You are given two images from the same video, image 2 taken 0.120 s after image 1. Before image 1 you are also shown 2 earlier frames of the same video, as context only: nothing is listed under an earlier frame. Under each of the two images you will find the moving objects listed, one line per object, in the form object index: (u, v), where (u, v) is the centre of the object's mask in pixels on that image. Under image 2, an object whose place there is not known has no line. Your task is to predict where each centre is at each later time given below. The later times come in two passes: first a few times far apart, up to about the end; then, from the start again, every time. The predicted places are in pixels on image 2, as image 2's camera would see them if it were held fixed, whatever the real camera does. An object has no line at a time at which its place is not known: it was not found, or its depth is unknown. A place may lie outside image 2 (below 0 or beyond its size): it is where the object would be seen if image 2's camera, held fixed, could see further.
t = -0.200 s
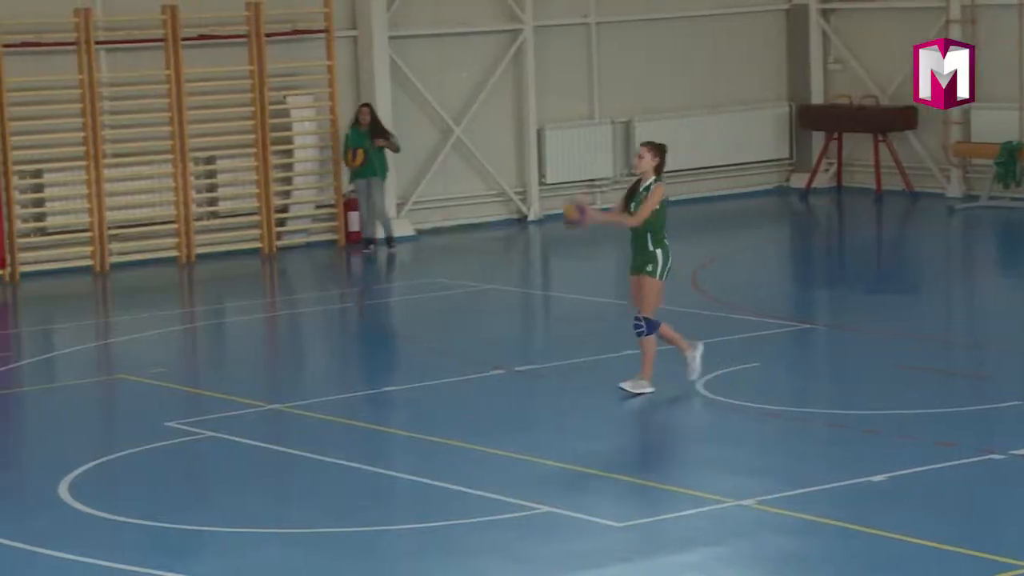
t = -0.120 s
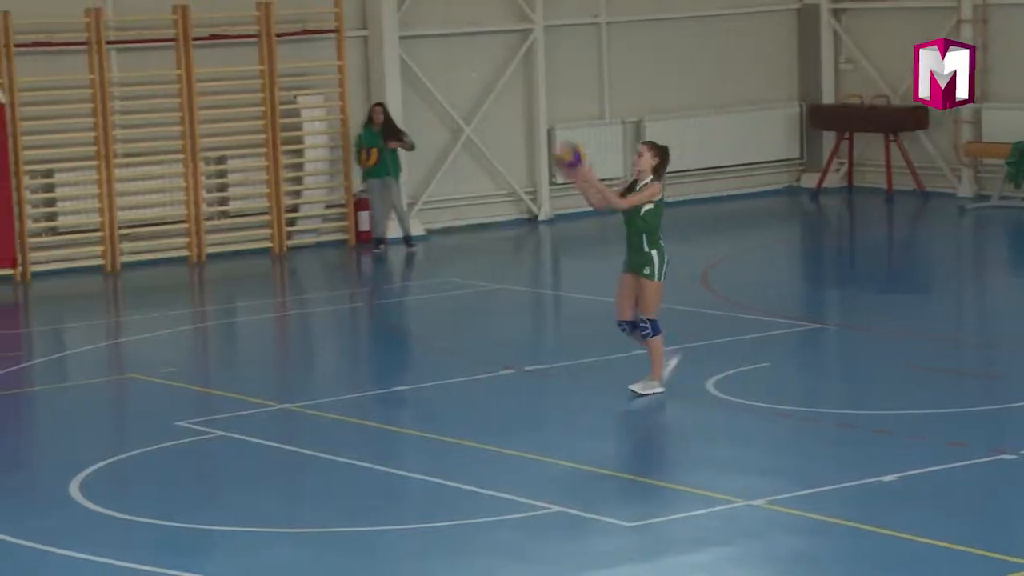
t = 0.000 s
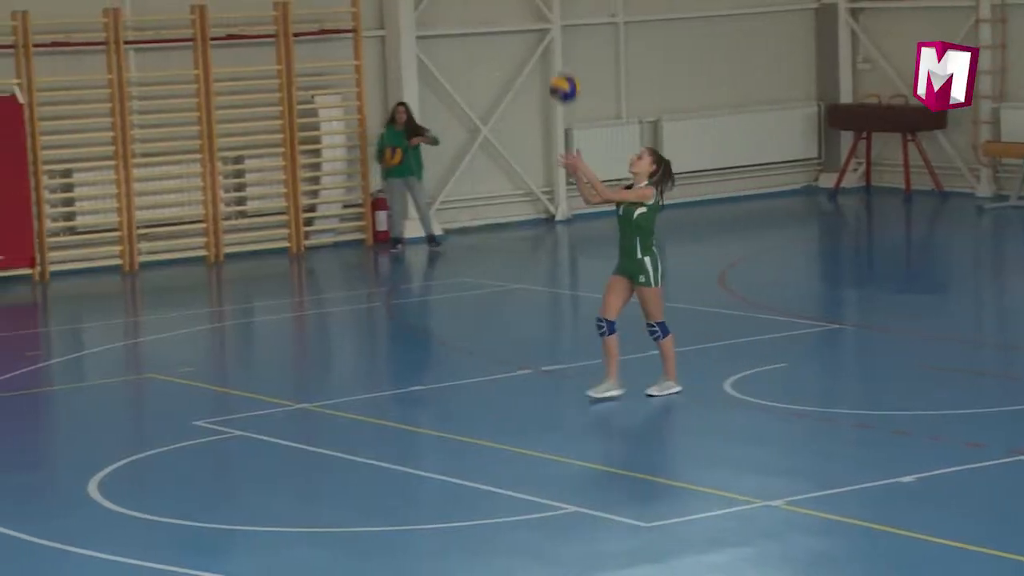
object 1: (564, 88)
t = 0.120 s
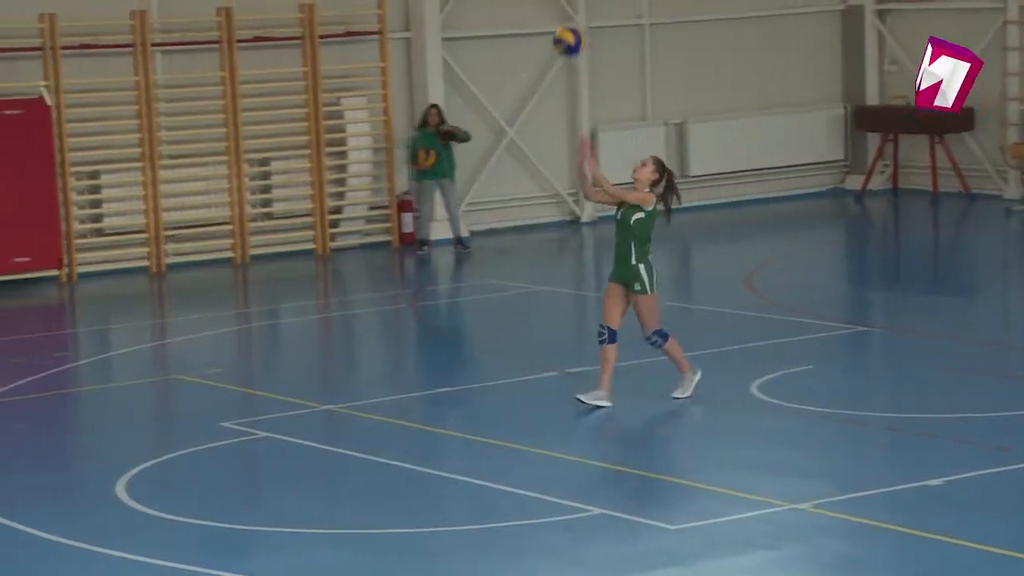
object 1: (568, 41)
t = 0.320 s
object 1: (533, 7)
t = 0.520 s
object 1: (502, 29)
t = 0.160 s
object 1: (561, 28)
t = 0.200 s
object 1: (553, 19)
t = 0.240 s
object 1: (546, 12)
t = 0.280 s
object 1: (540, 9)
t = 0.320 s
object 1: (533, 7)
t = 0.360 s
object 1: (527, 6)
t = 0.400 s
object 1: (521, 7)
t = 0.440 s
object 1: (515, 12)
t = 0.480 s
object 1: (508, 19)
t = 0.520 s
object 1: (502, 29)
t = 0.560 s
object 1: (496, 41)
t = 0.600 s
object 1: (490, 56)
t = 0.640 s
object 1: (485, 73)
